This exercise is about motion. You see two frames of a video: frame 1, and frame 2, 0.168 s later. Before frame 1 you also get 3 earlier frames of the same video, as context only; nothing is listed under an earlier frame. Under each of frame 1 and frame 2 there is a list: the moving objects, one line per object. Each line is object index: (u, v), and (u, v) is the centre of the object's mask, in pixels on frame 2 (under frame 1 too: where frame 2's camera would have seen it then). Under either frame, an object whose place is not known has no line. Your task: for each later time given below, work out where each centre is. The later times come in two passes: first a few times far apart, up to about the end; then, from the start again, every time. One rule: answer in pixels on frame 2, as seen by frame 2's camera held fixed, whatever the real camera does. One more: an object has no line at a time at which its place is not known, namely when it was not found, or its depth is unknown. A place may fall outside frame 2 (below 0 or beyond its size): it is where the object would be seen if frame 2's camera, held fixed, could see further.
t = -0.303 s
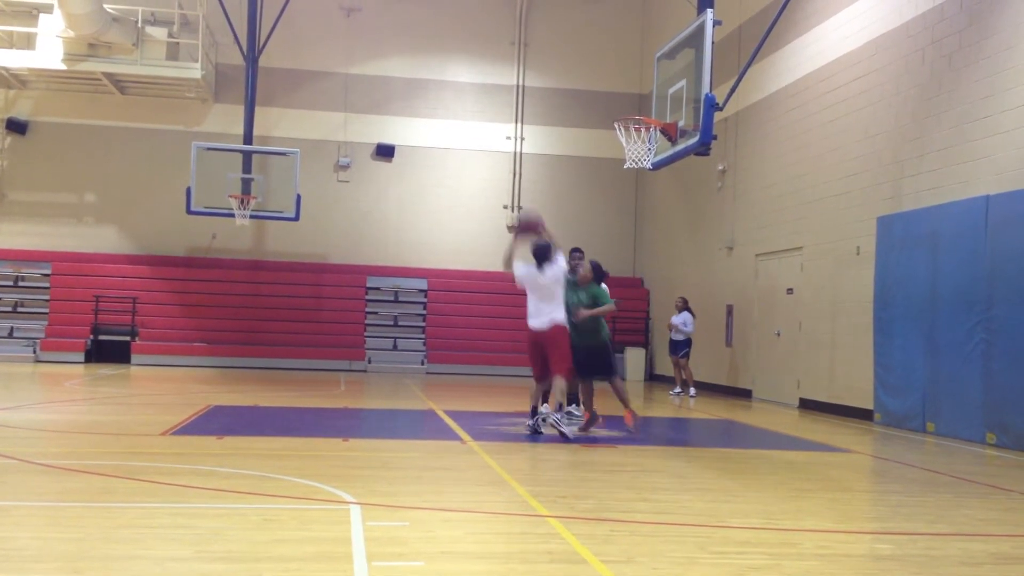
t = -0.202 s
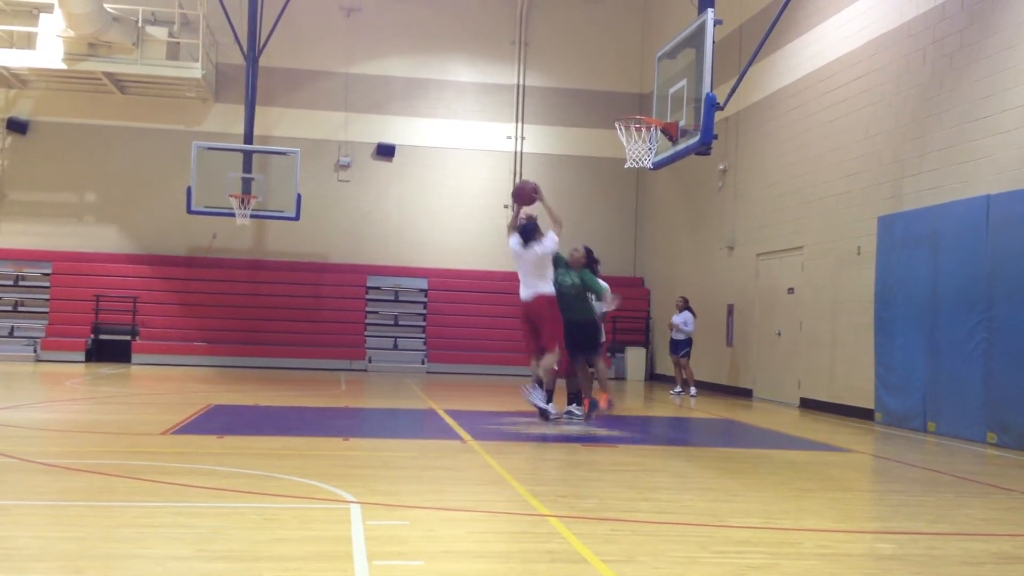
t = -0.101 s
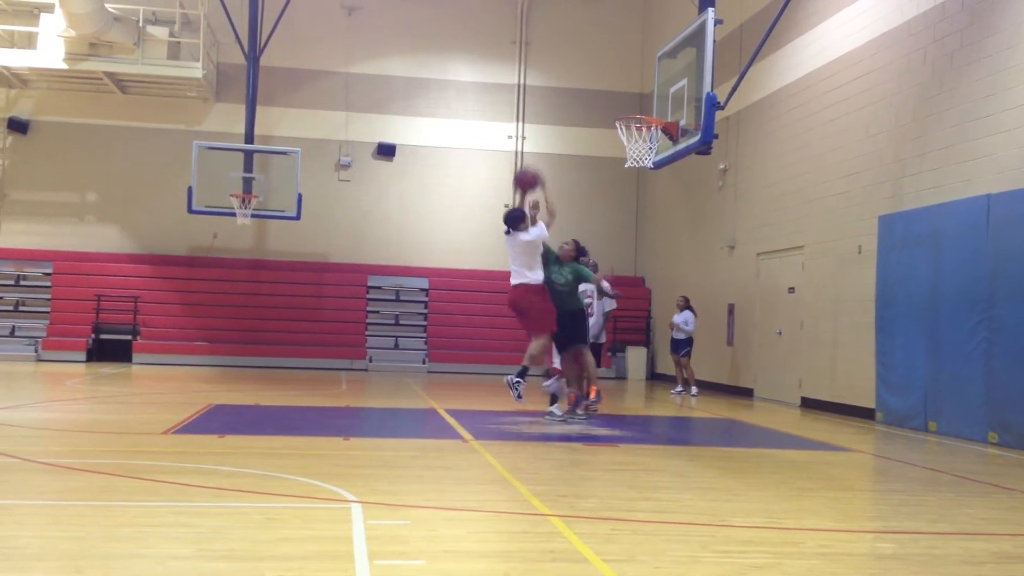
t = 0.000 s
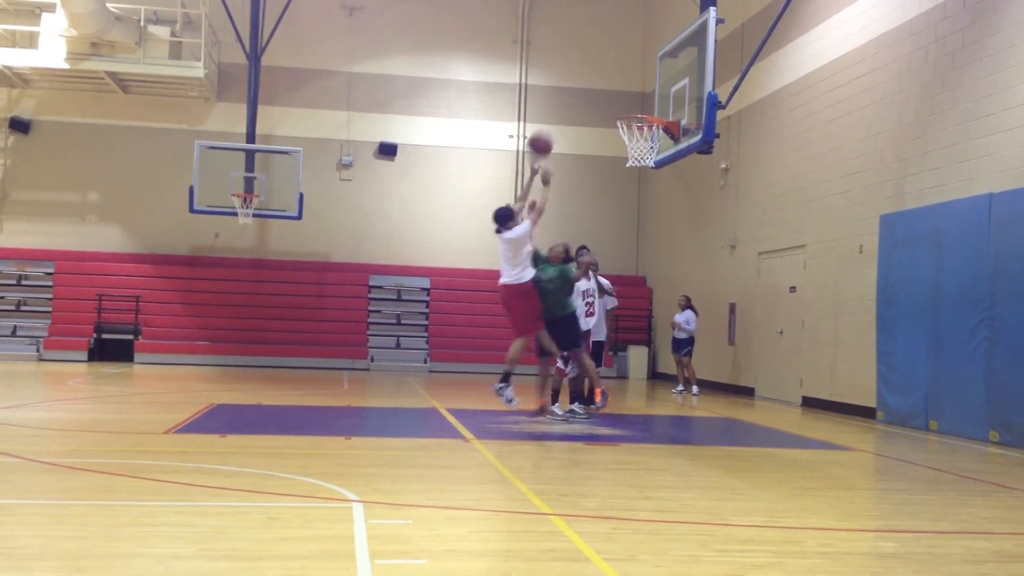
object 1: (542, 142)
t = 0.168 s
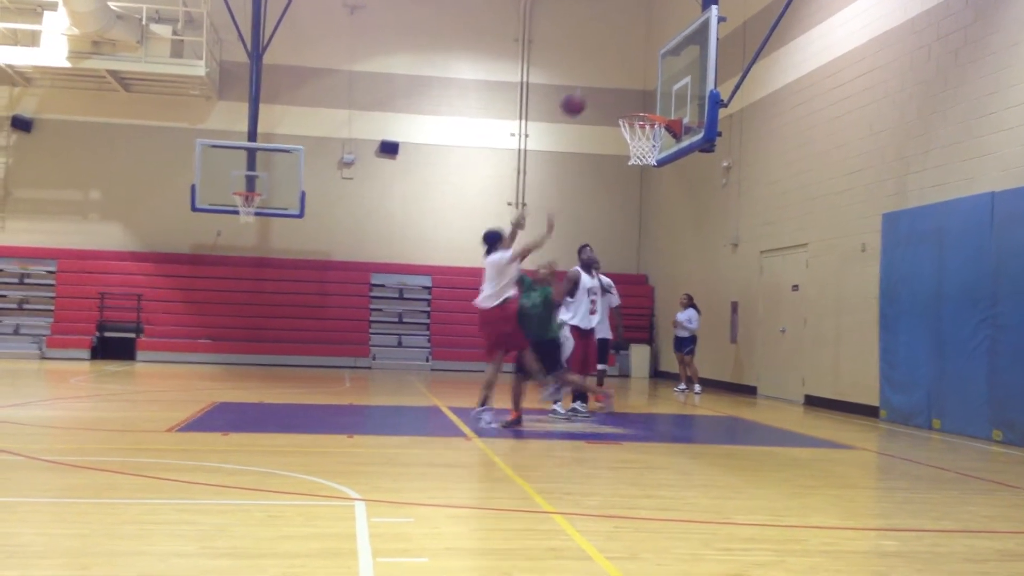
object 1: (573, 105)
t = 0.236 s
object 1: (585, 96)
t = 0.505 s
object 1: (627, 109)
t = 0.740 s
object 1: (602, 135)
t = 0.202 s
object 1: (580, 99)
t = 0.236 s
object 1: (585, 96)
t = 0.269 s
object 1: (591, 93)
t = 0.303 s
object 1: (597, 93)
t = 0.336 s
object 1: (602, 93)
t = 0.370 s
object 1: (608, 94)
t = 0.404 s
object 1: (612, 96)
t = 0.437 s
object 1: (618, 100)
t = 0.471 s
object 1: (623, 105)
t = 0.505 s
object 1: (627, 109)
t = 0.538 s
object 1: (621, 109)
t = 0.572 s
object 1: (618, 111)
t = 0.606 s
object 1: (616, 113)
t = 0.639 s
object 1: (612, 116)
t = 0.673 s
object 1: (609, 121)
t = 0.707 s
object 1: (606, 127)
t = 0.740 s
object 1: (602, 135)
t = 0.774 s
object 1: (598, 144)
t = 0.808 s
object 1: (595, 153)
